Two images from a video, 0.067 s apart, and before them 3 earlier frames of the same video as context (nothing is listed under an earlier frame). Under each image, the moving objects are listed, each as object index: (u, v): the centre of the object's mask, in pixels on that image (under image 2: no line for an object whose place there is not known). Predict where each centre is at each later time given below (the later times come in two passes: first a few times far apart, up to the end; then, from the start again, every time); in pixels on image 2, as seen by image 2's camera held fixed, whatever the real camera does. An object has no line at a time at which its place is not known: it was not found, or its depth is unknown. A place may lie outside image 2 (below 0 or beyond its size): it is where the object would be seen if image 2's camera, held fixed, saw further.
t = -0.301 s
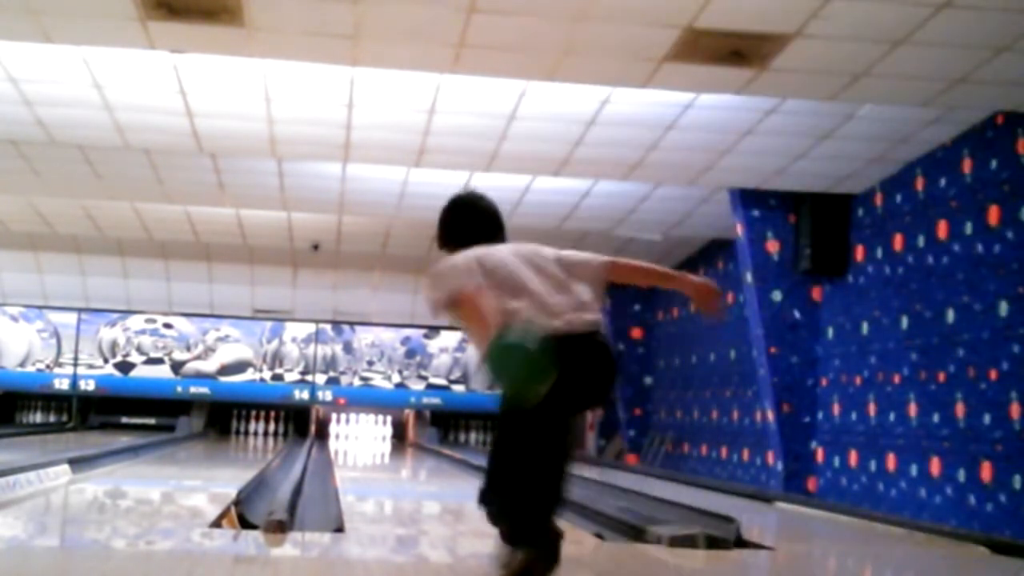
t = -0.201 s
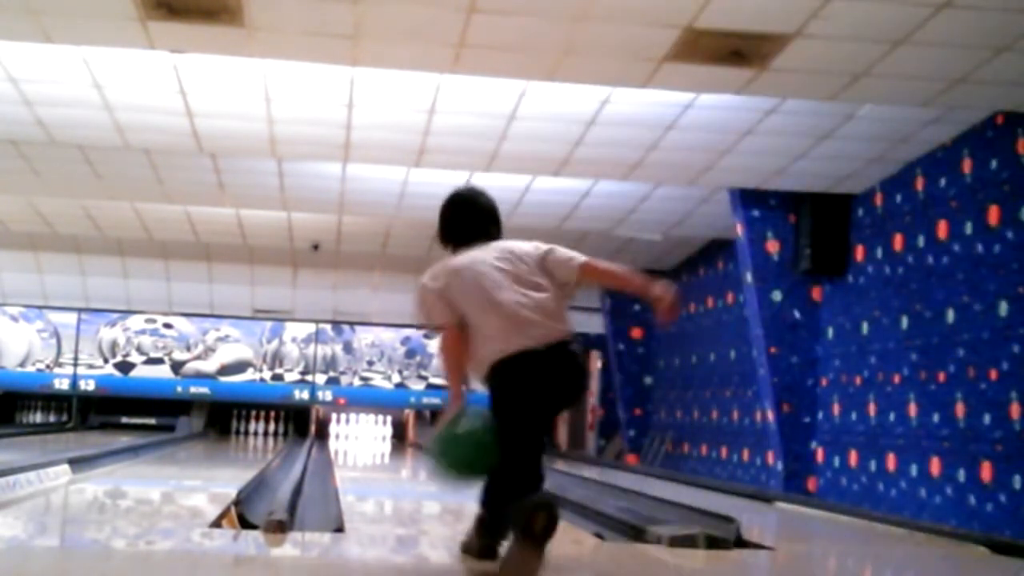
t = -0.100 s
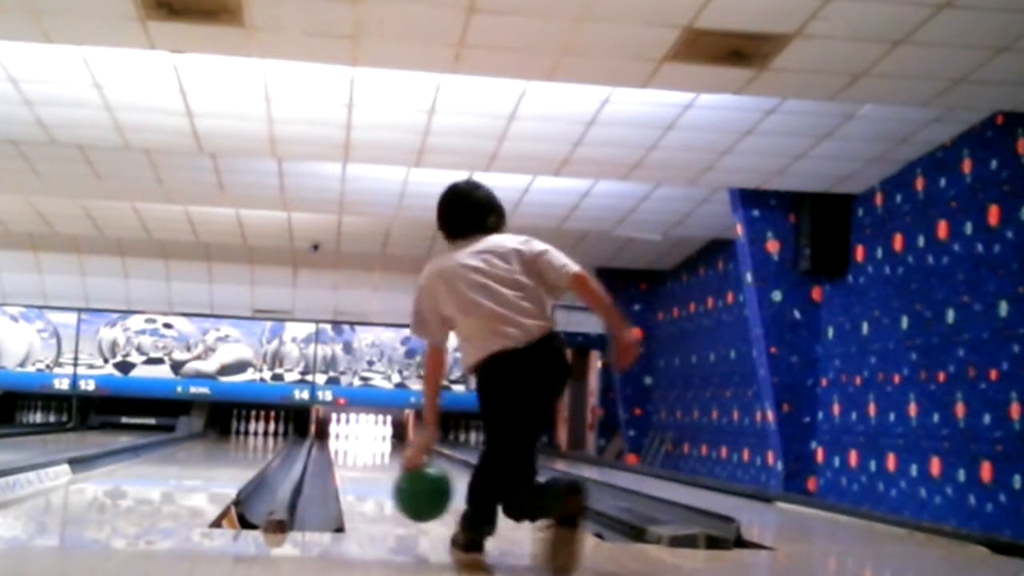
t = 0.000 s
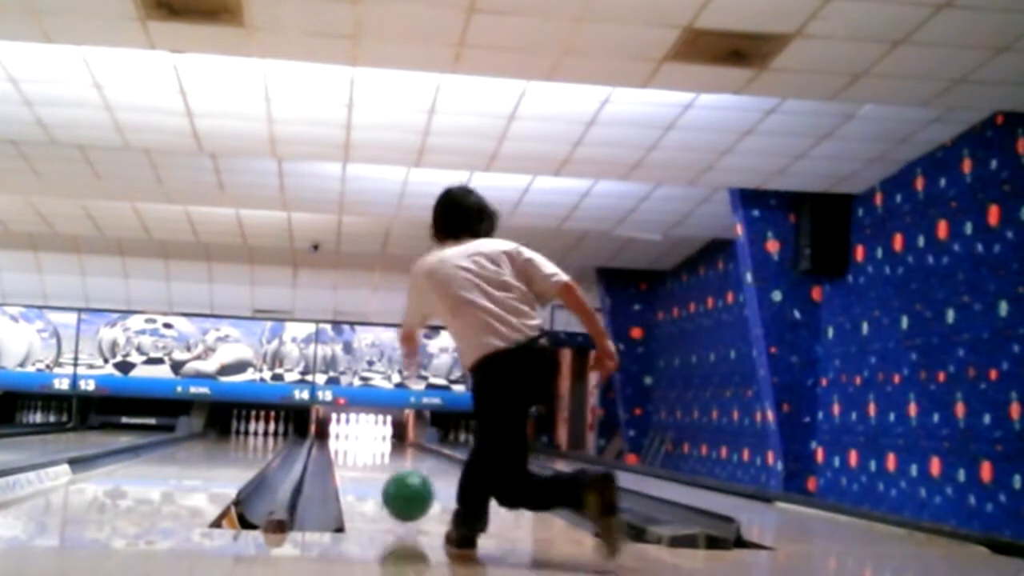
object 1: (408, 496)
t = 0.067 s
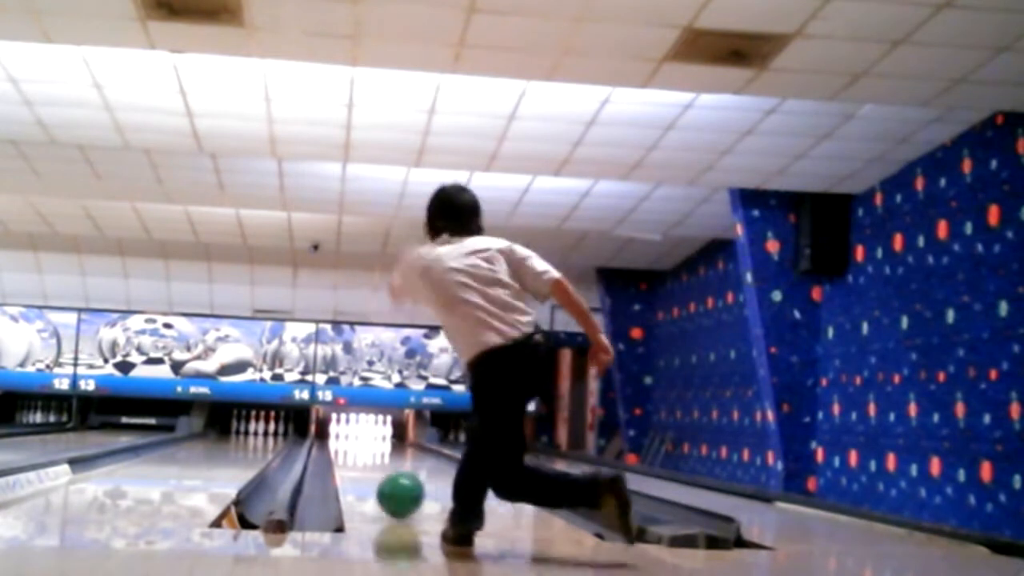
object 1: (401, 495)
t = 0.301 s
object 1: (384, 477)
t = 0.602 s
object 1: (370, 461)
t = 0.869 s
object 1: (365, 453)
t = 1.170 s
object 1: (360, 446)
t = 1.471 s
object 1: (357, 440)
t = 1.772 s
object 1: (354, 437)
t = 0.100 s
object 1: (398, 492)
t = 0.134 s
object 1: (395, 490)
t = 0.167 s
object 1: (393, 487)
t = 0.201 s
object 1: (390, 484)
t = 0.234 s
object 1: (388, 481)
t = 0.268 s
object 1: (386, 479)
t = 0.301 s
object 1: (384, 477)
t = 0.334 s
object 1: (382, 475)
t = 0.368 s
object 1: (380, 472)
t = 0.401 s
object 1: (379, 471)
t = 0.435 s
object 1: (377, 469)
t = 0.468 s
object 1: (376, 467)
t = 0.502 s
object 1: (375, 466)
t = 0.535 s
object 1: (373, 464)
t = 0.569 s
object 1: (372, 463)
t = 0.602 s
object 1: (370, 461)
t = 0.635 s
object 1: (370, 460)
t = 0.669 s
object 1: (370, 459)
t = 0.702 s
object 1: (369, 458)
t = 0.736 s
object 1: (368, 457)
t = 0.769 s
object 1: (366, 456)
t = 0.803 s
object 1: (365, 454)
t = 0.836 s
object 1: (365, 454)
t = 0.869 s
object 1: (365, 453)
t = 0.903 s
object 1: (364, 451)
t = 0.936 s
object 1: (364, 451)
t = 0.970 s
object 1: (363, 450)
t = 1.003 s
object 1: (363, 450)
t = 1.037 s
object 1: (361, 448)
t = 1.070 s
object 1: (361, 448)
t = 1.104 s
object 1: (361, 447)
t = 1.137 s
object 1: (360, 447)
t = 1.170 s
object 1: (360, 446)
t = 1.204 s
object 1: (359, 445)
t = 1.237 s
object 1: (359, 445)
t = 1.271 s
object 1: (359, 444)
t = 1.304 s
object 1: (358, 443)
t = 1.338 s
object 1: (358, 443)
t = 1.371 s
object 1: (358, 442)
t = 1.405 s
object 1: (358, 441)
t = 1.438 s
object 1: (357, 440)
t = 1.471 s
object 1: (357, 440)
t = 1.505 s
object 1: (357, 440)
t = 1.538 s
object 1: (356, 439)
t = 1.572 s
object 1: (356, 439)
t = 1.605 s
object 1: (356, 439)
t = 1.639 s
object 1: (356, 439)
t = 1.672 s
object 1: (356, 438)
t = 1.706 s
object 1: (355, 438)
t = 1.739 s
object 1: (355, 438)
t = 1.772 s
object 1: (354, 437)
